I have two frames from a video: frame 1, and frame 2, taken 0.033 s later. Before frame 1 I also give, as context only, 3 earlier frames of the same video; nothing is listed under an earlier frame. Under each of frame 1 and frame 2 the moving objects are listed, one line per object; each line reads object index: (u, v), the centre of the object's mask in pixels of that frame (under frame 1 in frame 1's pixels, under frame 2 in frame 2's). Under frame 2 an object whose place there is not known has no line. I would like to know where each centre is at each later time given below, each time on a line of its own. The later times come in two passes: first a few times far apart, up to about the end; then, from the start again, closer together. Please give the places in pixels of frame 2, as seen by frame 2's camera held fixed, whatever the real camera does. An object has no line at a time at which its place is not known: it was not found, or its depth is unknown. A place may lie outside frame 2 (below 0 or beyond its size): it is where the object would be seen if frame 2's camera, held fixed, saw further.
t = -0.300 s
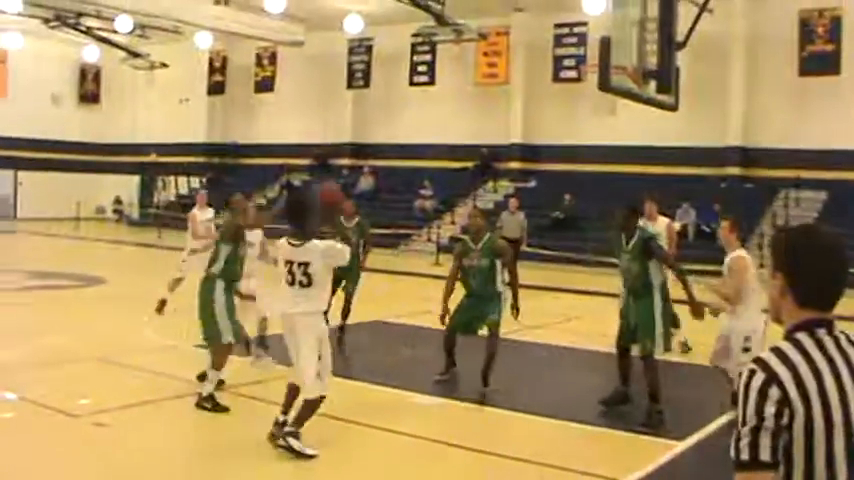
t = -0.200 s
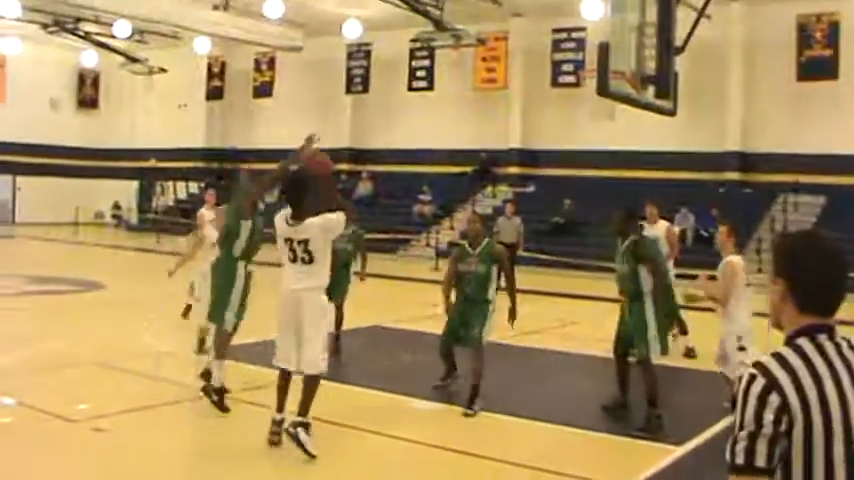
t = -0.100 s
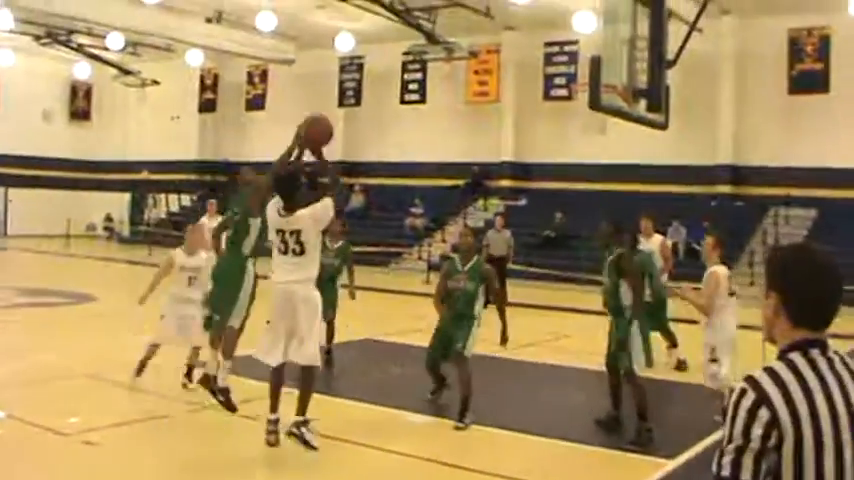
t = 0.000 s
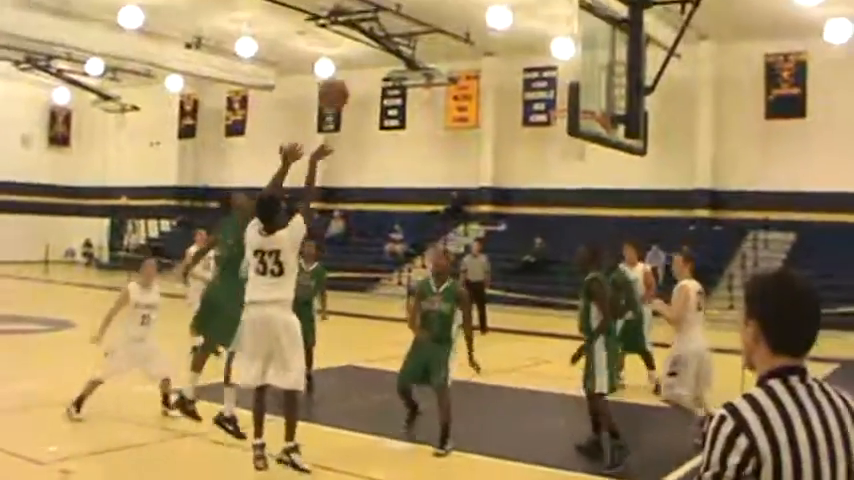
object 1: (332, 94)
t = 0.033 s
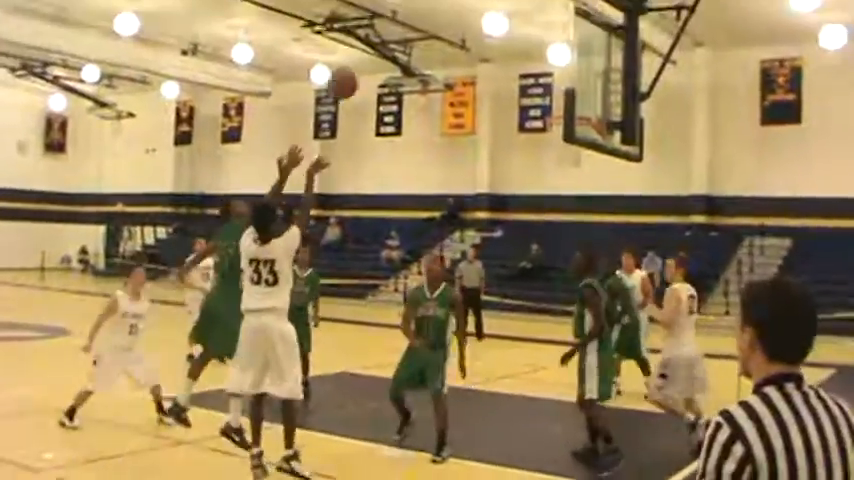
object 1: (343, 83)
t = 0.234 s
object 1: (411, 21)
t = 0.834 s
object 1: (552, 103)
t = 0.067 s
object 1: (354, 68)
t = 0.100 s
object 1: (367, 56)
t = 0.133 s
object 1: (378, 41)
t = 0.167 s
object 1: (391, 36)
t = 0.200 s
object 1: (401, 28)
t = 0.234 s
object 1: (411, 21)
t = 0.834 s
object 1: (552, 103)
